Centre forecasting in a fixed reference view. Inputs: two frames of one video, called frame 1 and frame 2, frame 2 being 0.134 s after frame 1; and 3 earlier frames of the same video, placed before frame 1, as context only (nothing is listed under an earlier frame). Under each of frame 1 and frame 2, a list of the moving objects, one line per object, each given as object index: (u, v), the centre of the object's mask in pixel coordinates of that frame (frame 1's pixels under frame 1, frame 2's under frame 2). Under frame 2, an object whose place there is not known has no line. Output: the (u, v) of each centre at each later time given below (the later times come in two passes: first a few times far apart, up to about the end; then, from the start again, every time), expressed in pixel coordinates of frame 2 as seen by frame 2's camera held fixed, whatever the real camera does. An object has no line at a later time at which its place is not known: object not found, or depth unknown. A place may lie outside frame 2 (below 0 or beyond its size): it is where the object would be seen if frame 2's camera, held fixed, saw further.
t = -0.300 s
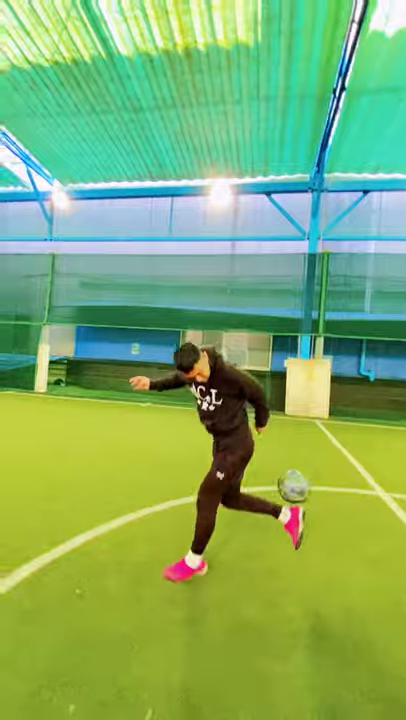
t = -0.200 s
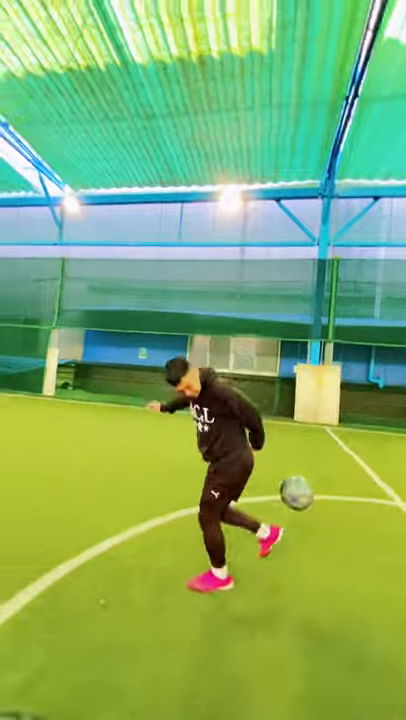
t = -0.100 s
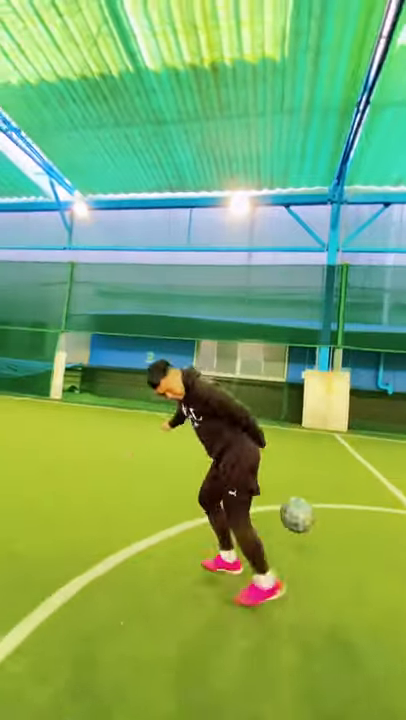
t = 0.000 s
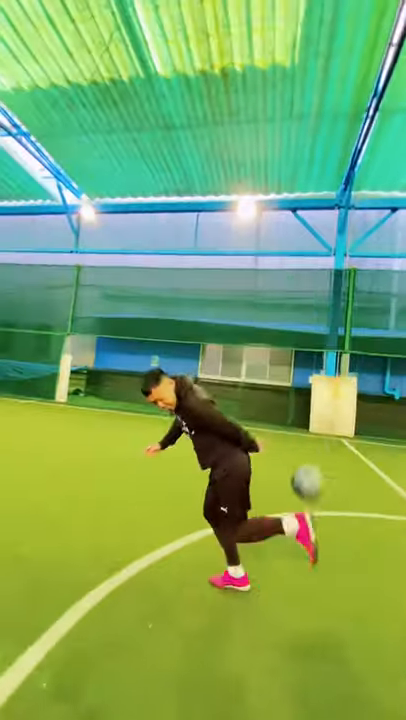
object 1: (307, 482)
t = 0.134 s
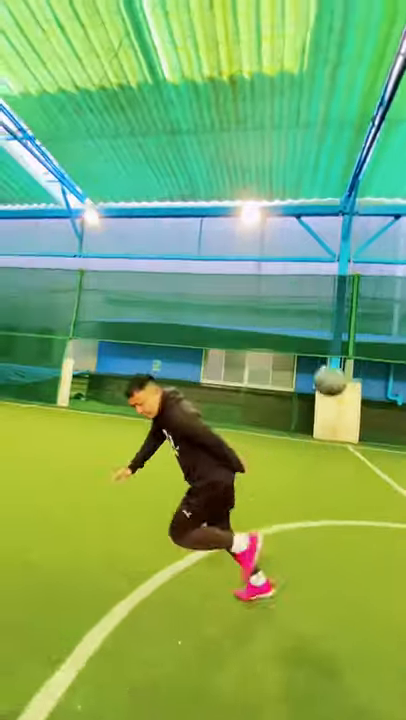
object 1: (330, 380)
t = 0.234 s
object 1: (340, 328)
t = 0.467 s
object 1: (351, 273)
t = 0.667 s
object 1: (355, 276)
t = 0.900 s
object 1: (349, 334)
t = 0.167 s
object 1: (334, 360)
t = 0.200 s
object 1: (338, 344)
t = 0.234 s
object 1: (340, 328)
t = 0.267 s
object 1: (343, 315)
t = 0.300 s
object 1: (345, 303)
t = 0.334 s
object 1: (346, 294)
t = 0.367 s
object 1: (347, 286)
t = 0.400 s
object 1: (349, 280)
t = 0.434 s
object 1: (351, 276)
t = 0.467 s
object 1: (351, 273)
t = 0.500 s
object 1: (352, 271)
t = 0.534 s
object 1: (353, 268)
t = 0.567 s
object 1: (353, 268)
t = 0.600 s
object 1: (354, 269)
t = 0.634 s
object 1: (355, 271)
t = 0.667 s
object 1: (355, 276)
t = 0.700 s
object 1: (354, 281)
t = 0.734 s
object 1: (353, 286)
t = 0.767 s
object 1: (352, 293)
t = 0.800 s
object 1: (352, 302)
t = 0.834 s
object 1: (352, 312)
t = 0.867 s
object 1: (351, 322)
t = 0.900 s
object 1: (349, 334)
